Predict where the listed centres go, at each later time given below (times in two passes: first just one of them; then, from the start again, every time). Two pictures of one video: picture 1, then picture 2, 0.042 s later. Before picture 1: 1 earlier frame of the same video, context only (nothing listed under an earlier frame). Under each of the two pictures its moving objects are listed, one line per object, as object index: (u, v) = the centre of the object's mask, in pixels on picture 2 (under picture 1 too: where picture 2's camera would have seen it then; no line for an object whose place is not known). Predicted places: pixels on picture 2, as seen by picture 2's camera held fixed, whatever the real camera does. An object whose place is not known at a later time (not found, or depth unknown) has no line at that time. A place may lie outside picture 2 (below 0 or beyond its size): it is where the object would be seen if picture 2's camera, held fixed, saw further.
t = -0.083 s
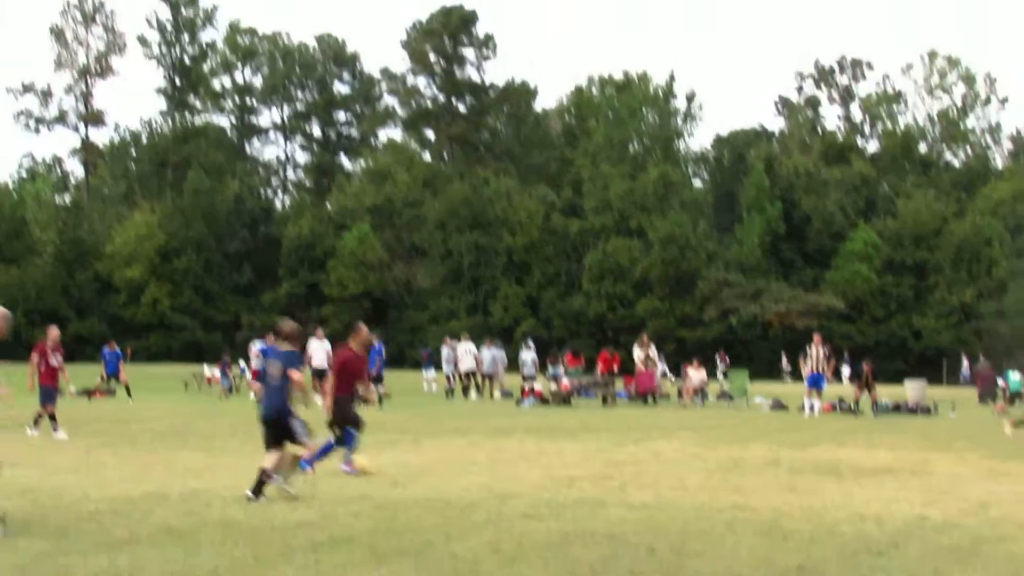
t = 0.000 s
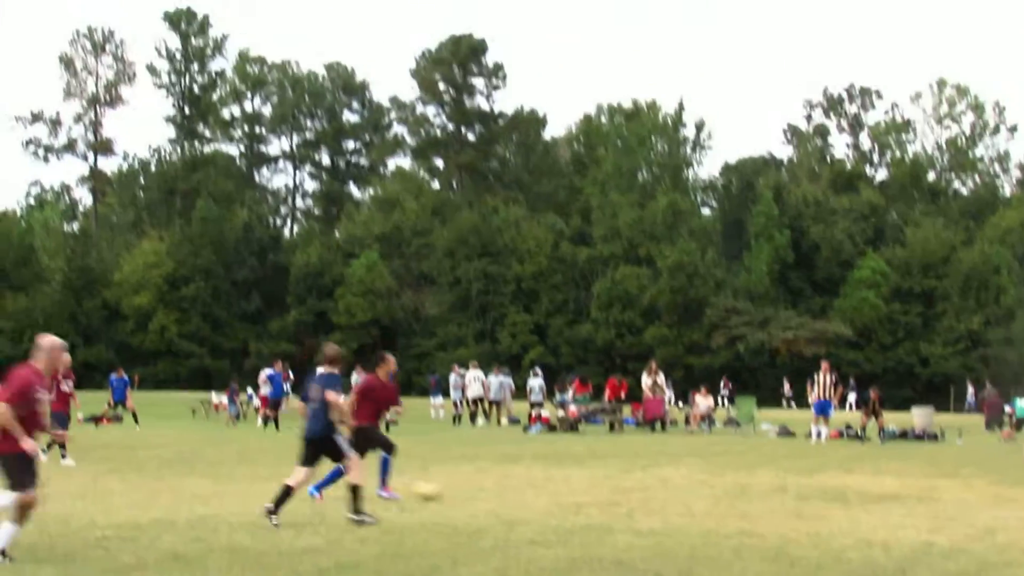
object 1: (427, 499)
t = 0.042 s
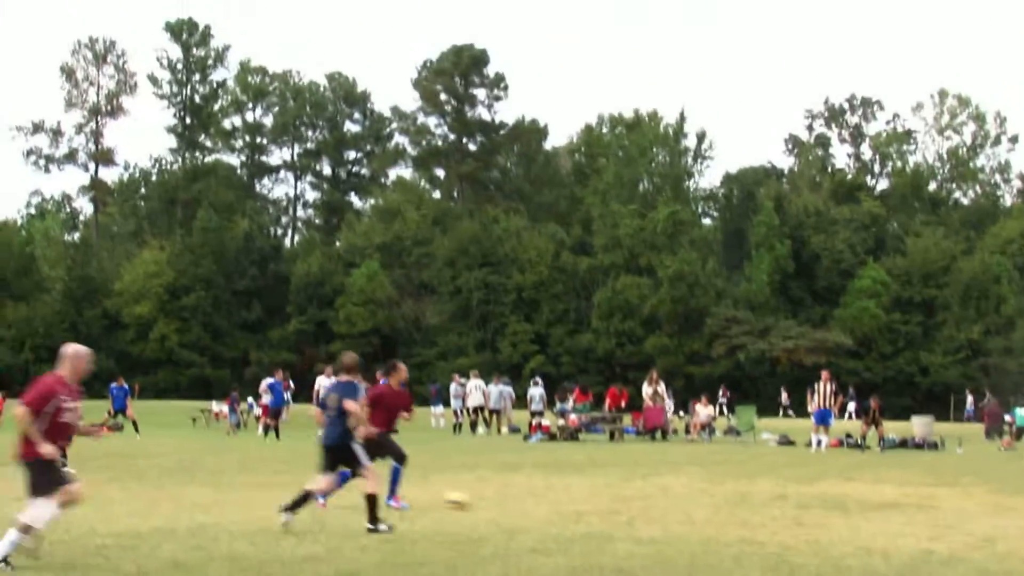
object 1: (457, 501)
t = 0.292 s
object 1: (597, 503)
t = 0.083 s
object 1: (484, 501)
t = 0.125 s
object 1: (508, 502)
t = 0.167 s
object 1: (531, 502)
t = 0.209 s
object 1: (555, 501)
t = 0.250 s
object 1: (578, 502)
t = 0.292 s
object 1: (597, 503)
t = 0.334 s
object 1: (617, 503)
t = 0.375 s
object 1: (637, 503)
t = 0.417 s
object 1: (654, 502)
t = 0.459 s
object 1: (670, 500)
